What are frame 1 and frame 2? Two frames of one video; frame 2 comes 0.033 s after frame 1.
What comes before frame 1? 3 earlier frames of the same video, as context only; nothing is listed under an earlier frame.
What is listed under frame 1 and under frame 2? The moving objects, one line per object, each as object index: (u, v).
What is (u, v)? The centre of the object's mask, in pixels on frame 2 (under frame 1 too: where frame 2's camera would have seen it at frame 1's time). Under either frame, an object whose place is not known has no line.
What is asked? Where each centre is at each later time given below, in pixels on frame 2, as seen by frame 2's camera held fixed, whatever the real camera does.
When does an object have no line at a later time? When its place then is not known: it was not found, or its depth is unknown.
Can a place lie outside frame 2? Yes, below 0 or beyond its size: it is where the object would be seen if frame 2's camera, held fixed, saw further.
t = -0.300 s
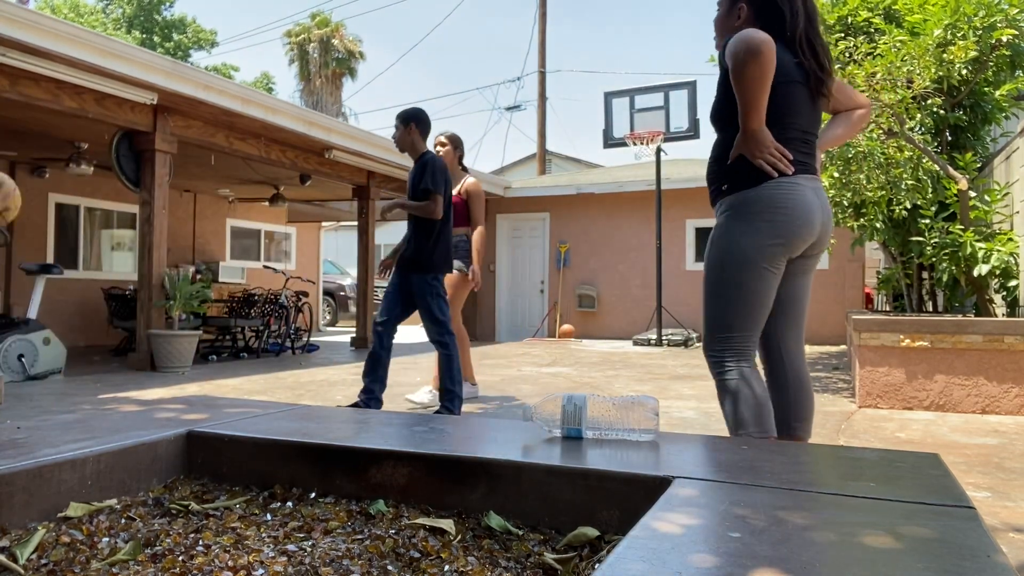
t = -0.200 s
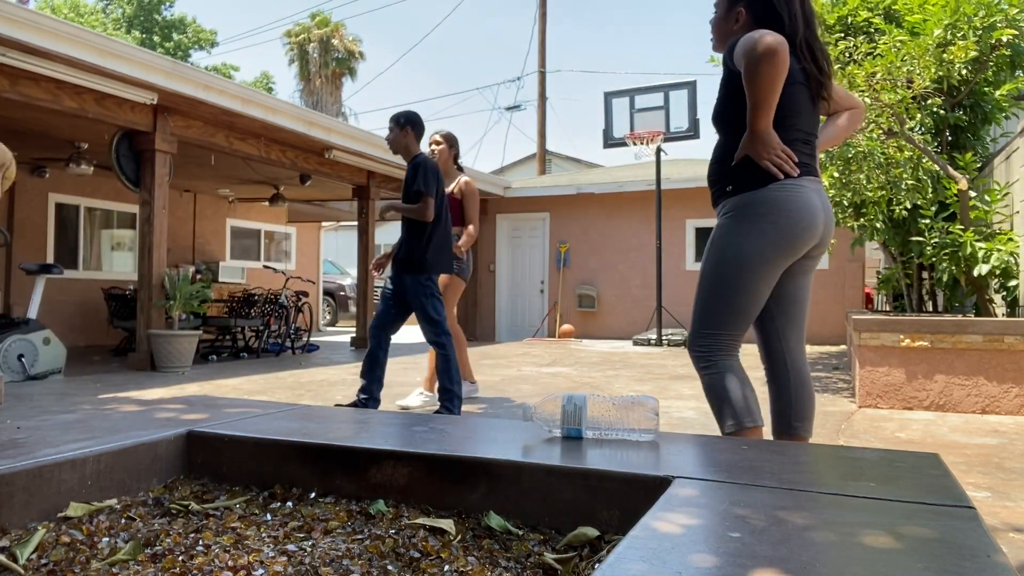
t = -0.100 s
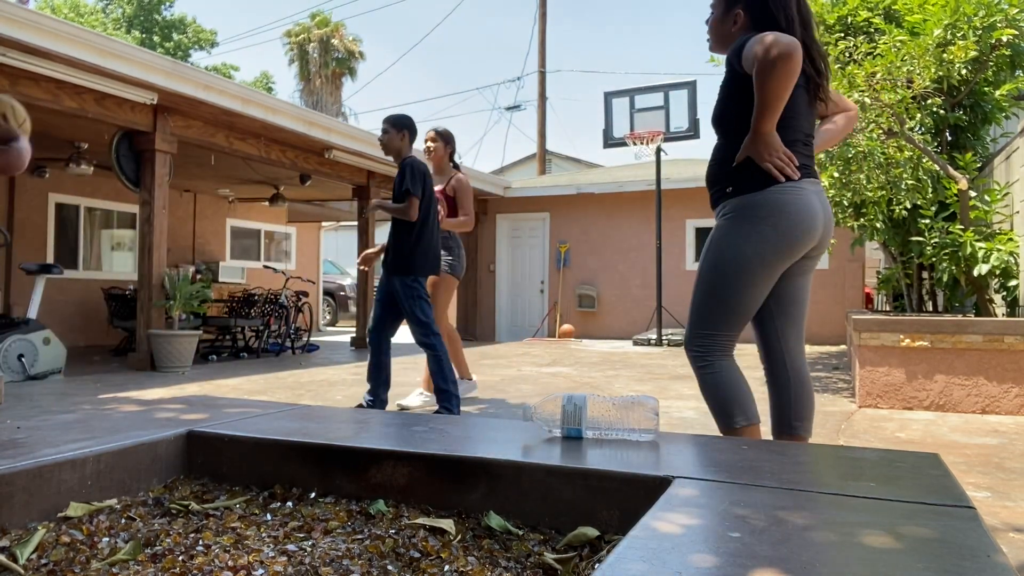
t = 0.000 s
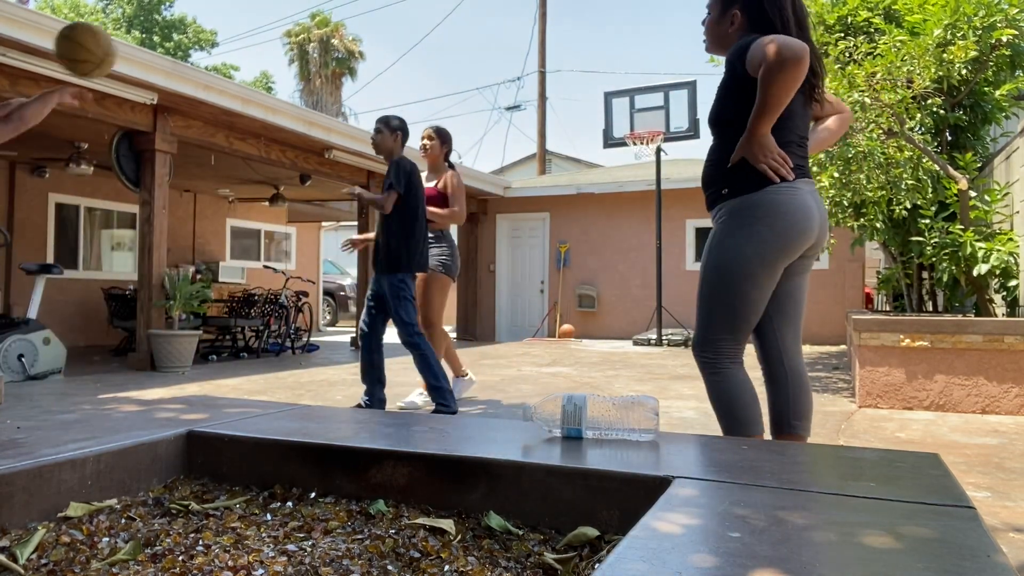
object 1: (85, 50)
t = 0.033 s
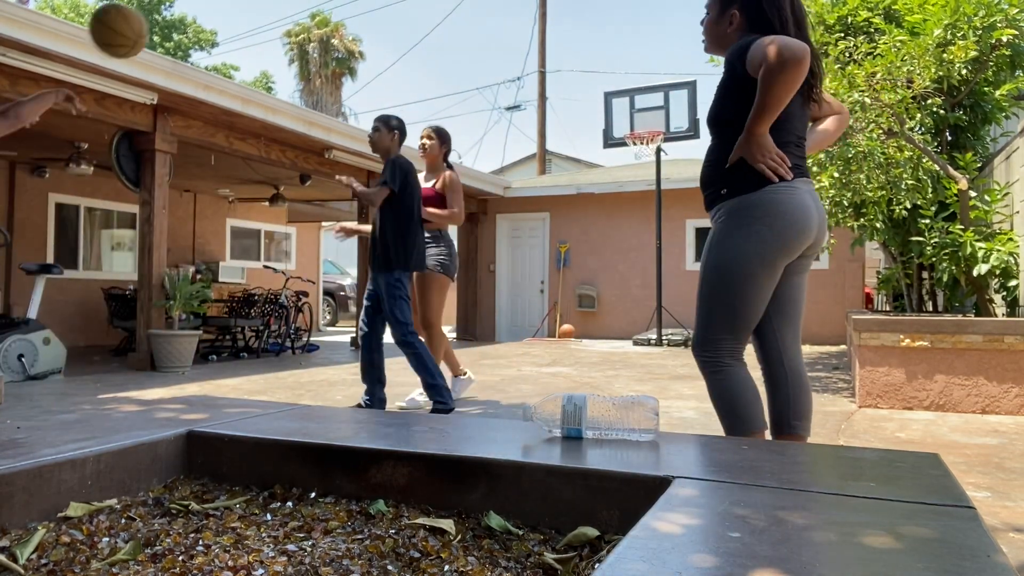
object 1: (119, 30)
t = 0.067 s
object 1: (149, 19)
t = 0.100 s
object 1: (179, 12)
